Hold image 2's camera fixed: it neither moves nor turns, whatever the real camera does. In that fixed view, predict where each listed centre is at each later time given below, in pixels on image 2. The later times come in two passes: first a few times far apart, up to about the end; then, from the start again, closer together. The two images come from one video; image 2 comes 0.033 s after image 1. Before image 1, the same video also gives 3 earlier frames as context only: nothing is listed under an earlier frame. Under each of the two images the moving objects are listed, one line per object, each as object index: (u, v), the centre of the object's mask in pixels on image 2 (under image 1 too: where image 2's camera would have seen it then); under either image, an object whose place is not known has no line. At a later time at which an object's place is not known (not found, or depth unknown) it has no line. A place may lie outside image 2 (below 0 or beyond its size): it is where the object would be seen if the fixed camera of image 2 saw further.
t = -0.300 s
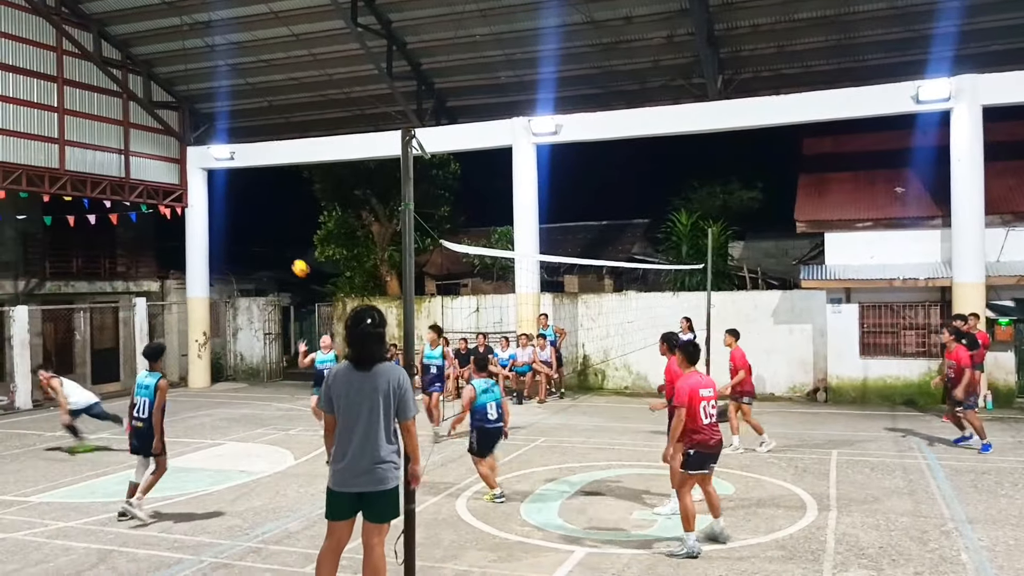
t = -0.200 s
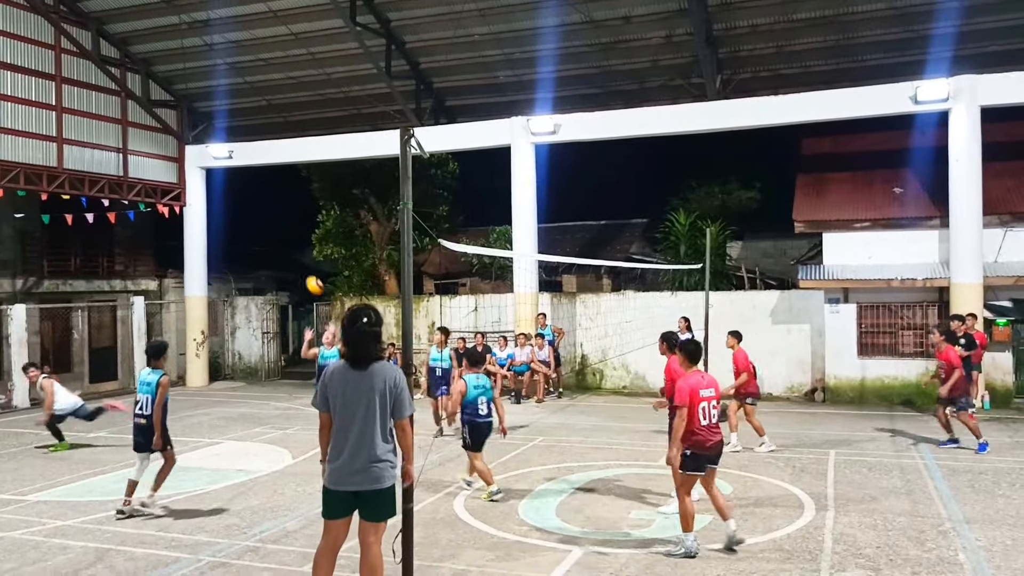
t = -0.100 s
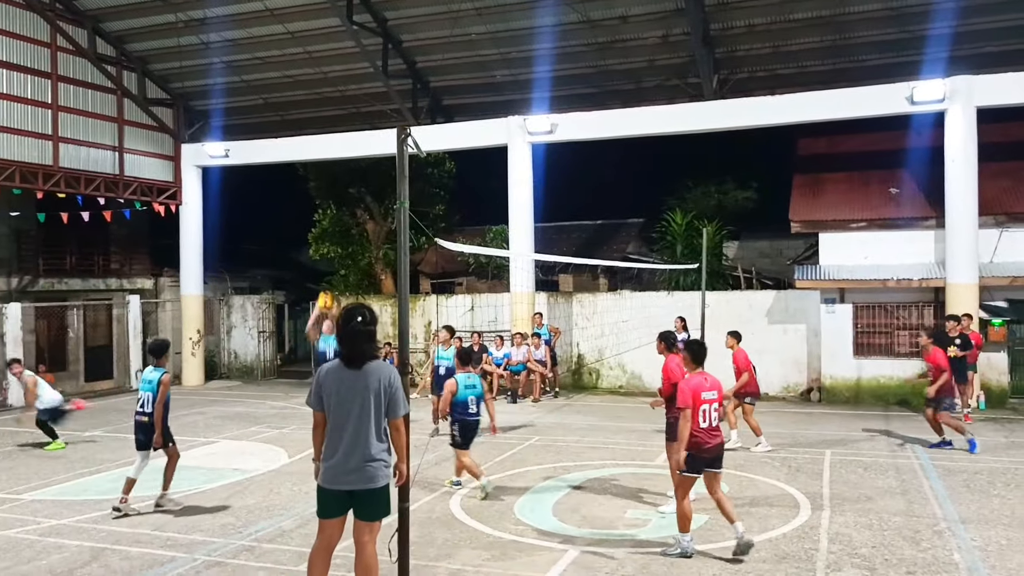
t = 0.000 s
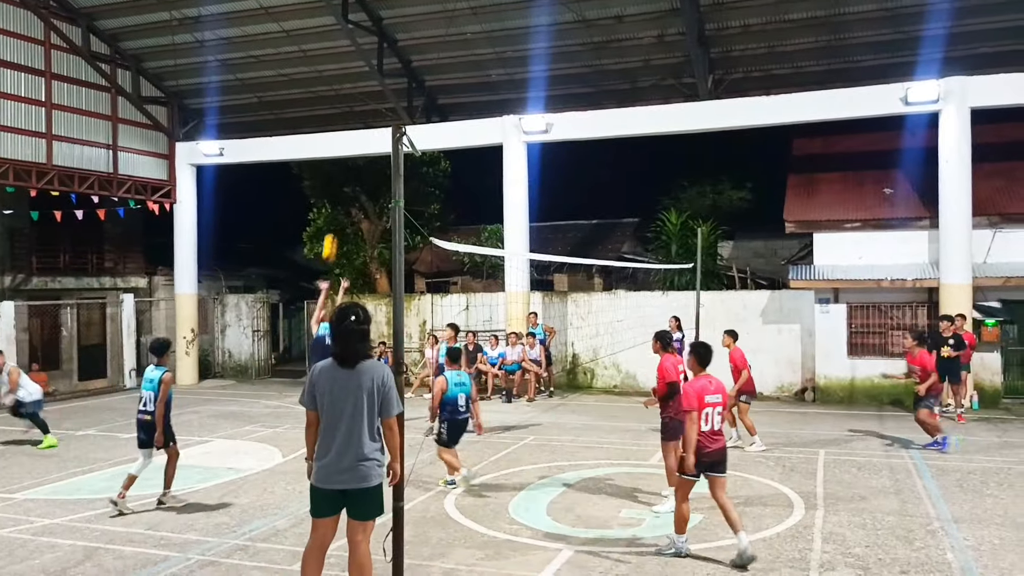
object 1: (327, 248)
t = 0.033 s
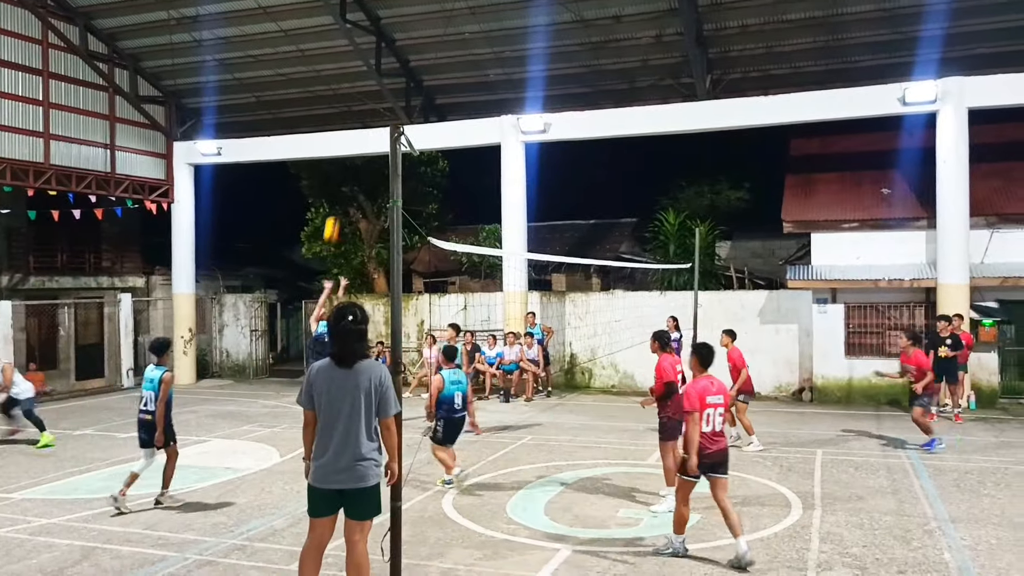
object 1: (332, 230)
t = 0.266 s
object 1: (354, 127)
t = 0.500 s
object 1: (377, 65)
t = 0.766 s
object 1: (403, 40)
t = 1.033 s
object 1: (428, 60)
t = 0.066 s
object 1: (335, 213)
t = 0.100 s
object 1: (339, 197)
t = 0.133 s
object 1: (342, 182)
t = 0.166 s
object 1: (344, 169)
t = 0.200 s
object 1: (348, 159)
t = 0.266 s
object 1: (354, 127)
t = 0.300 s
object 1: (362, 118)
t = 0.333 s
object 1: (366, 107)
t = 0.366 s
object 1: (369, 98)
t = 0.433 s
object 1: (370, 80)
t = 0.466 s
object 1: (373, 72)
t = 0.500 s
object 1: (377, 65)
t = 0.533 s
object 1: (380, 60)
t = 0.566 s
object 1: (383, 55)
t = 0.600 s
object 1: (386, 50)
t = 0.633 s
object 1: (389, 46)
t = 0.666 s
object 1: (392, 43)
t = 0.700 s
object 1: (395, 41)
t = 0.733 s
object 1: (399, 40)
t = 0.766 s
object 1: (403, 40)
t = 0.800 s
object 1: (409, 40)
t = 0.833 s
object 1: (419, 40)
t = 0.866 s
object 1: (423, 42)
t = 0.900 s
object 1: (415, 44)
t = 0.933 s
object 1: (418, 46)
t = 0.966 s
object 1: (421, 50)
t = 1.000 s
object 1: (427, 55)
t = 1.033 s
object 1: (428, 60)
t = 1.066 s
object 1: (430, 66)
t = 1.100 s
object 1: (434, 72)
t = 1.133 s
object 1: (437, 79)
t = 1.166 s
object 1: (440, 88)
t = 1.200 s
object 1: (456, 97)
